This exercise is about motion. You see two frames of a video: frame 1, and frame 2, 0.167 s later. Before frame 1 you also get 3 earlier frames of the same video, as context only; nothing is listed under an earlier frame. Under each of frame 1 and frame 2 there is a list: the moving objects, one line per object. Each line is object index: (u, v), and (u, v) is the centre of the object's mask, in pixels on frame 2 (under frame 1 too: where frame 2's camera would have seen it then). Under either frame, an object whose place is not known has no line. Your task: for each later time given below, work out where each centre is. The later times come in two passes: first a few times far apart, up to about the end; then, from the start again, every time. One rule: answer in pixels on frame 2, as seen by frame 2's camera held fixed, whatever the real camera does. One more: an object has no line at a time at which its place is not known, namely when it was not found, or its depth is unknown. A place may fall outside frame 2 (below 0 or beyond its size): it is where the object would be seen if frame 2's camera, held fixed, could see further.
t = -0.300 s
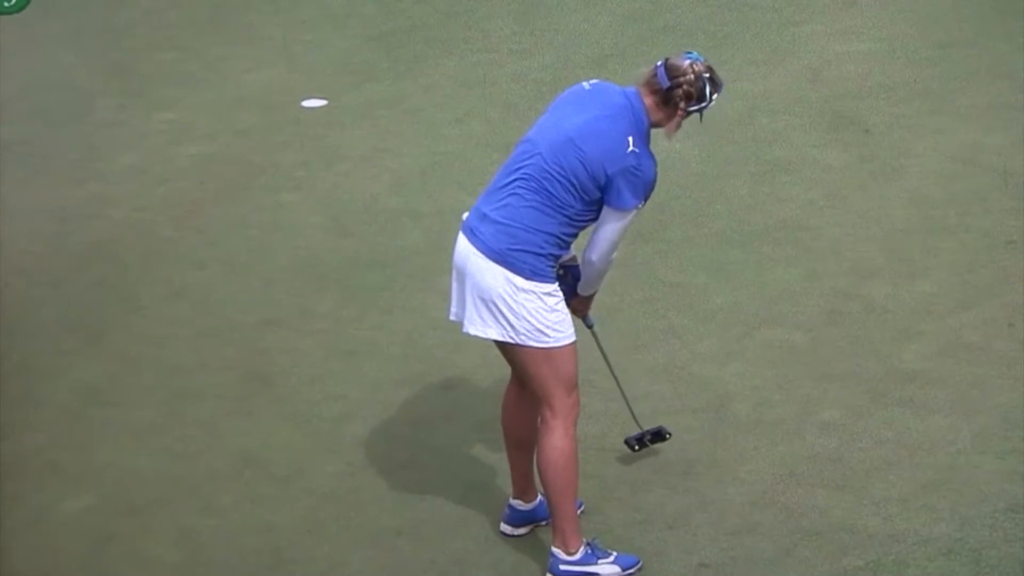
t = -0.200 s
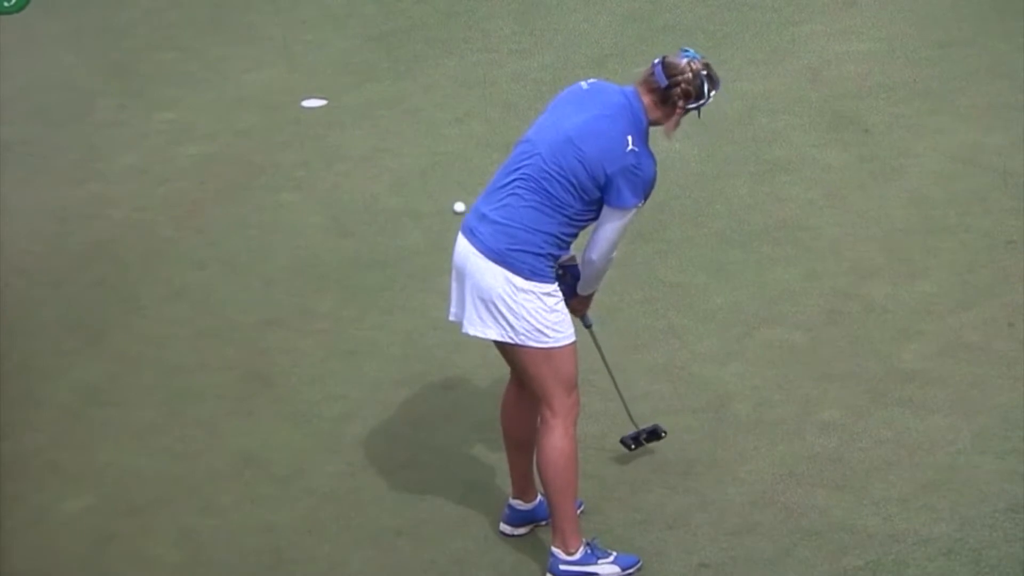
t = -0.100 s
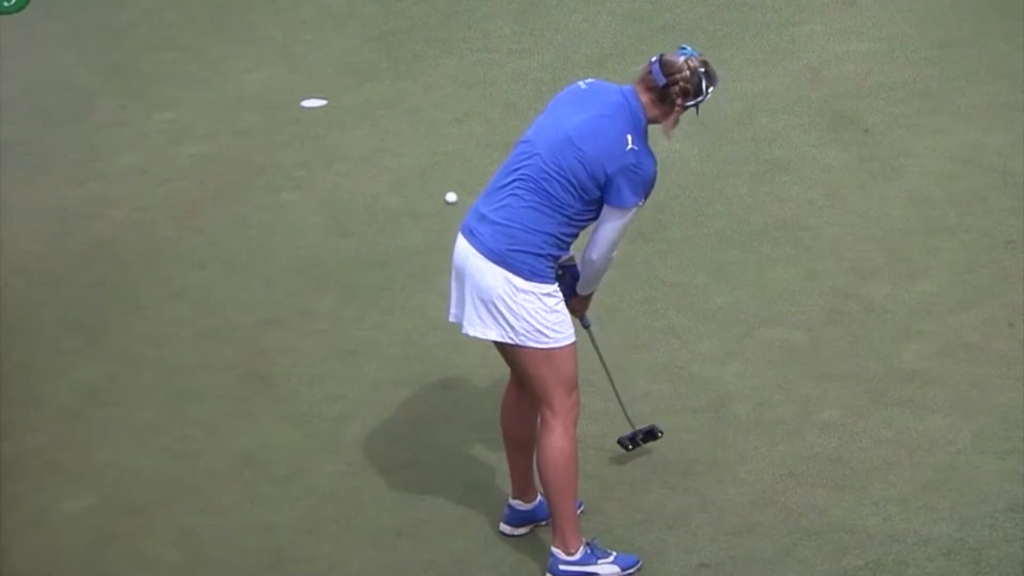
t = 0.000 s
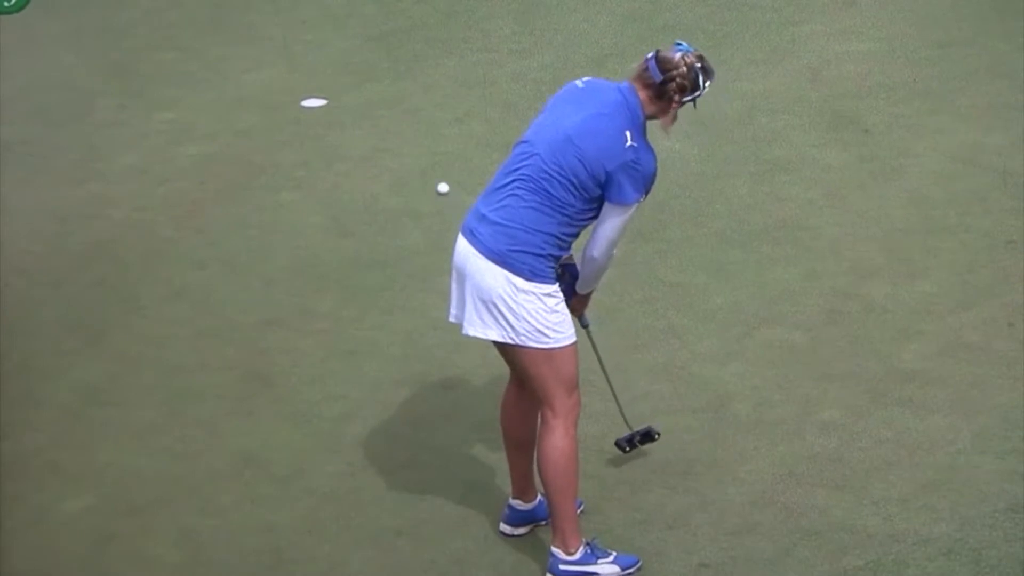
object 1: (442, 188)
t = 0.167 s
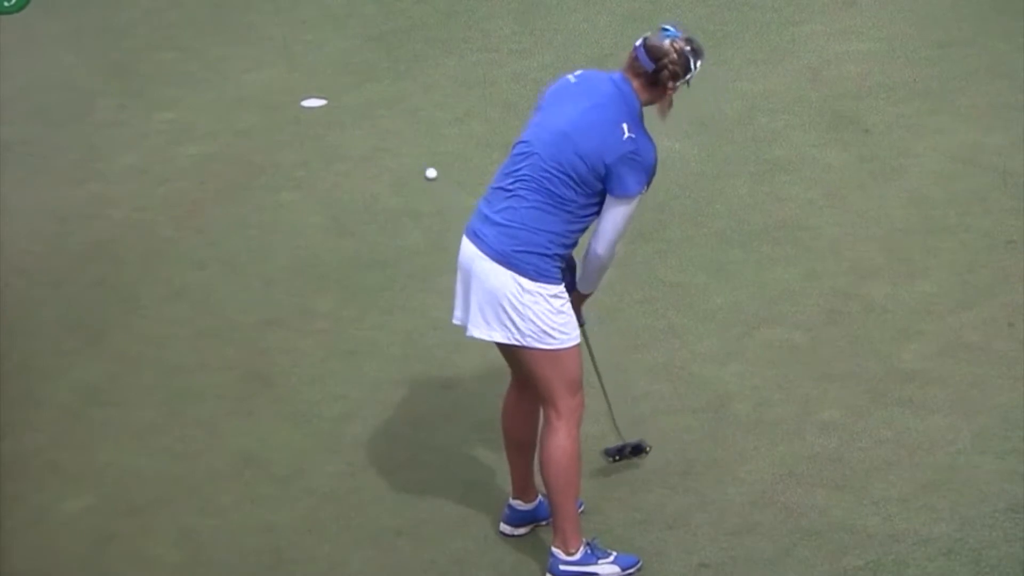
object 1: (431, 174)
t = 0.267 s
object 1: (425, 165)
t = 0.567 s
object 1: (407, 144)
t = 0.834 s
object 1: (393, 127)
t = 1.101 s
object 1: (381, 111)
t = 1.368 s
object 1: (370, 98)
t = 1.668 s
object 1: (360, 85)
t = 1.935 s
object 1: (354, 75)
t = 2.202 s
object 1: (348, 67)
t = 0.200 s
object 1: (428, 171)
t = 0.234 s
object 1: (426, 168)
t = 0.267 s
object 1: (425, 165)
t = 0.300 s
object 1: (422, 163)
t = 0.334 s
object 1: (420, 160)
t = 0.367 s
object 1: (418, 157)
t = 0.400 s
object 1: (416, 155)
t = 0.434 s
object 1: (414, 153)
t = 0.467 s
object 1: (412, 150)
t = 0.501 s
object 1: (410, 148)
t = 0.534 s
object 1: (408, 146)
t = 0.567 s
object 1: (407, 144)
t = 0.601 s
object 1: (405, 141)
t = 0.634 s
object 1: (404, 139)
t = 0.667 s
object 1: (402, 137)
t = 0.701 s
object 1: (400, 135)
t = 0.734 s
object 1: (398, 133)
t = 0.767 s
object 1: (396, 131)
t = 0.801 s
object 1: (395, 129)
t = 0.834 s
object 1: (393, 127)
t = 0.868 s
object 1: (392, 125)
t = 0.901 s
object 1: (390, 123)
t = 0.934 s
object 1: (388, 121)
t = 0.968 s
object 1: (387, 119)
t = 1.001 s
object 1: (385, 117)
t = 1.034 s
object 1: (384, 115)
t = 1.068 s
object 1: (382, 113)
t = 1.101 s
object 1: (381, 111)
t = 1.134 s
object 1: (379, 110)
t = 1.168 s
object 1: (378, 108)
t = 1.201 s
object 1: (377, 106)
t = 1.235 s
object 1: (375, 105)
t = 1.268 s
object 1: (374, 103)
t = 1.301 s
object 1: (373, 101)
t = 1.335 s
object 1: (371, 100)
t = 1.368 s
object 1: (370, 98)
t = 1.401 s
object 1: (369, 97)
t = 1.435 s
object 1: (368, 94)
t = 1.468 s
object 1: (366, 93)
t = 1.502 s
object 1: (366, 92)
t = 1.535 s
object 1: (364, 90)
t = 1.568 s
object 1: (363, 89)
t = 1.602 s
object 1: (362, 88)
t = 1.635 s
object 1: (361, 86)
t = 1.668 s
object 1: (360, 85)
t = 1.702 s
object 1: (359, 83)
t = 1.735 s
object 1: (358, 82)
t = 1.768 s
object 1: (358, 80)
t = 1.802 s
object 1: (357, 79)
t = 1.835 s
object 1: (356, 78)
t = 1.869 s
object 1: (355, 77)
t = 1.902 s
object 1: (354, 75)
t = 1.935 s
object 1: (354, 75)
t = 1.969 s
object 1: (353, 73)
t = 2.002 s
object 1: (352, 73)
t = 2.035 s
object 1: (351, 71)
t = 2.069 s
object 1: (350, 70)
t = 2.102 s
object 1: (350, 70)
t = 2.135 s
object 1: (349, 69)
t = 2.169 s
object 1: (348, 68)
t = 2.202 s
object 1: (348, 67)
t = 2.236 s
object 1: (348, 66)
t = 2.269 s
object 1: (348, 65)
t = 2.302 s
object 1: (347, 65)
